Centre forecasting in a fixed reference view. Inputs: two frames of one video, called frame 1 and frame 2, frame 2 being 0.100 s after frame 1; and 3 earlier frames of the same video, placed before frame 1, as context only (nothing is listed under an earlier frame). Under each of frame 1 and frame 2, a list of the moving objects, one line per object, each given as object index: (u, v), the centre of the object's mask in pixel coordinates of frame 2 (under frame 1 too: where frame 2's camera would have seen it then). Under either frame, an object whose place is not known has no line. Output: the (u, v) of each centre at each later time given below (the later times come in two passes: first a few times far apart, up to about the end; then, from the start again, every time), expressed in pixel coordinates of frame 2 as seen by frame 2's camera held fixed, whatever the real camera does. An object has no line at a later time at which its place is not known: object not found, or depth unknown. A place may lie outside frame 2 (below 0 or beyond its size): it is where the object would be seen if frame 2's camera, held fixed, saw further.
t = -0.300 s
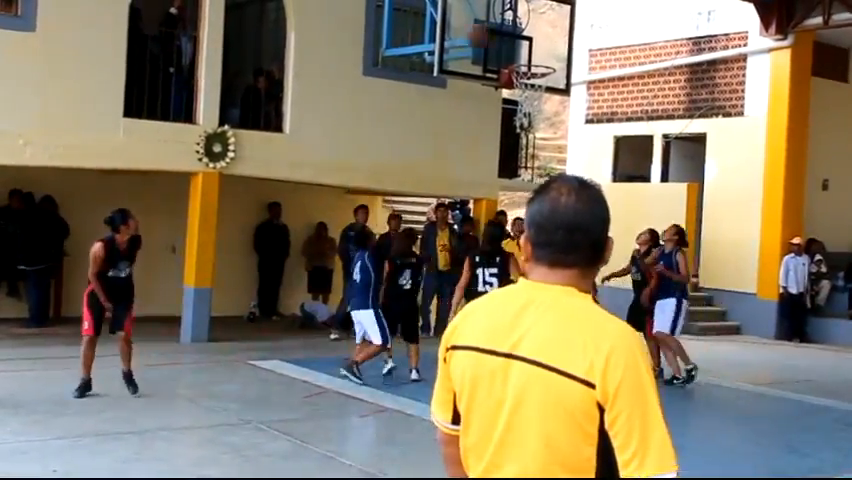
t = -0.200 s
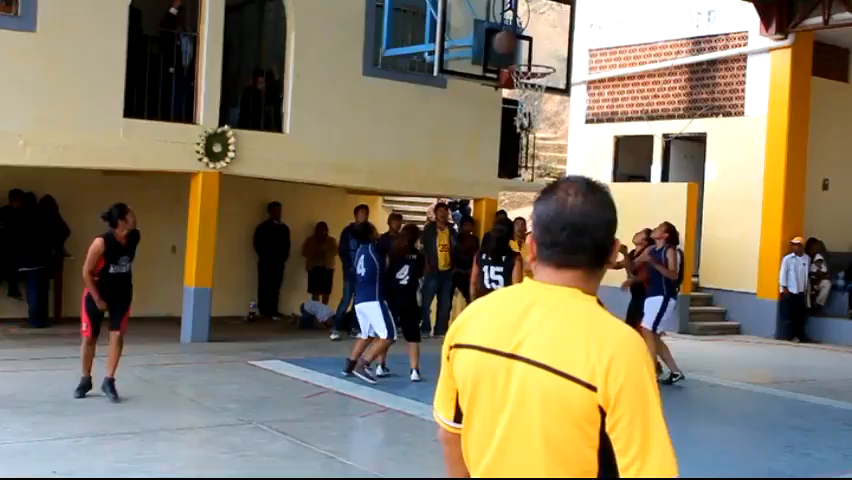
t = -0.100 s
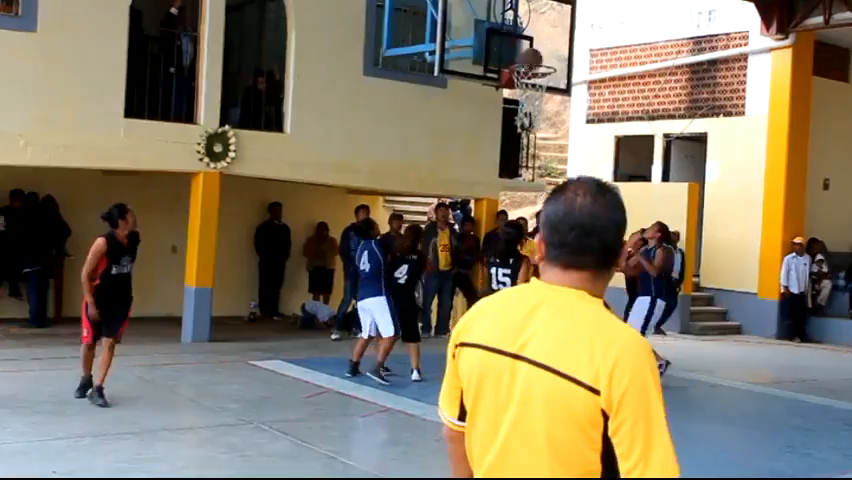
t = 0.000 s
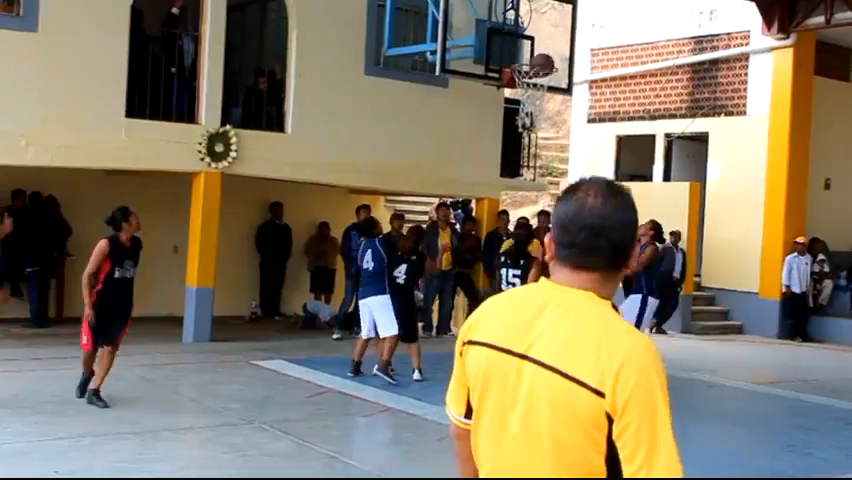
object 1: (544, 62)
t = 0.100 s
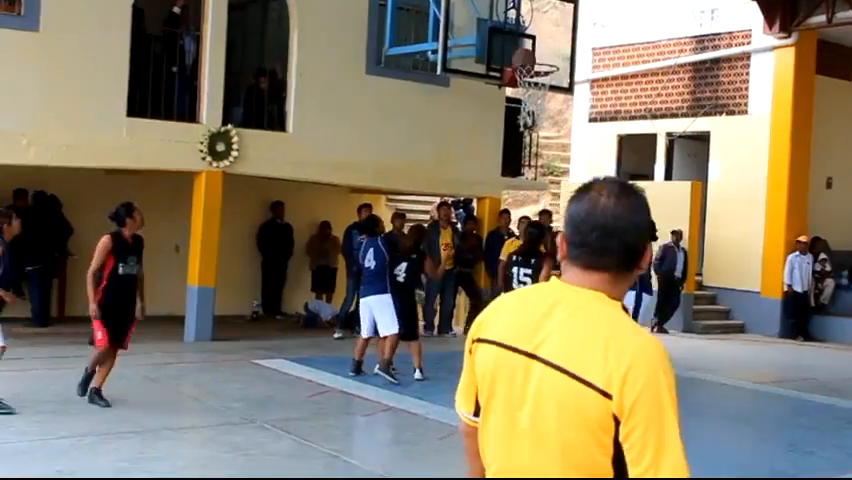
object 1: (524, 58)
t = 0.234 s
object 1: (530, 54)
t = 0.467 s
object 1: (540, 60)
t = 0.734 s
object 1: (566, 112)
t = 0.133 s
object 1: (524, 57)
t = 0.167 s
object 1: (527, 54)
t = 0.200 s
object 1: (528, 54)
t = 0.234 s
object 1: (530, 54)
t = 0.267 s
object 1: (531, 56)
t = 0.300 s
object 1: (533, 57)
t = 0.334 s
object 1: (535, 58)
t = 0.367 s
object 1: (535, 58)
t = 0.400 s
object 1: (536, 58)
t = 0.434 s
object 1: (537, 59)
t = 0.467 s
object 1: (540, 60)
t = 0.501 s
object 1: (544, 62)
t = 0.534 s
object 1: (548, 63)
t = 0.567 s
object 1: (554, 72)
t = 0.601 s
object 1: (558, 79)
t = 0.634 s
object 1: (558, 87)
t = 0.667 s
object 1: (560, 94)
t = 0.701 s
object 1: (563, 101)
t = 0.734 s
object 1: (566, 112)
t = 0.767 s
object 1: (568, 124)
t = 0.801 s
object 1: (571, 135)
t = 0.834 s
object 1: (574, 149)
